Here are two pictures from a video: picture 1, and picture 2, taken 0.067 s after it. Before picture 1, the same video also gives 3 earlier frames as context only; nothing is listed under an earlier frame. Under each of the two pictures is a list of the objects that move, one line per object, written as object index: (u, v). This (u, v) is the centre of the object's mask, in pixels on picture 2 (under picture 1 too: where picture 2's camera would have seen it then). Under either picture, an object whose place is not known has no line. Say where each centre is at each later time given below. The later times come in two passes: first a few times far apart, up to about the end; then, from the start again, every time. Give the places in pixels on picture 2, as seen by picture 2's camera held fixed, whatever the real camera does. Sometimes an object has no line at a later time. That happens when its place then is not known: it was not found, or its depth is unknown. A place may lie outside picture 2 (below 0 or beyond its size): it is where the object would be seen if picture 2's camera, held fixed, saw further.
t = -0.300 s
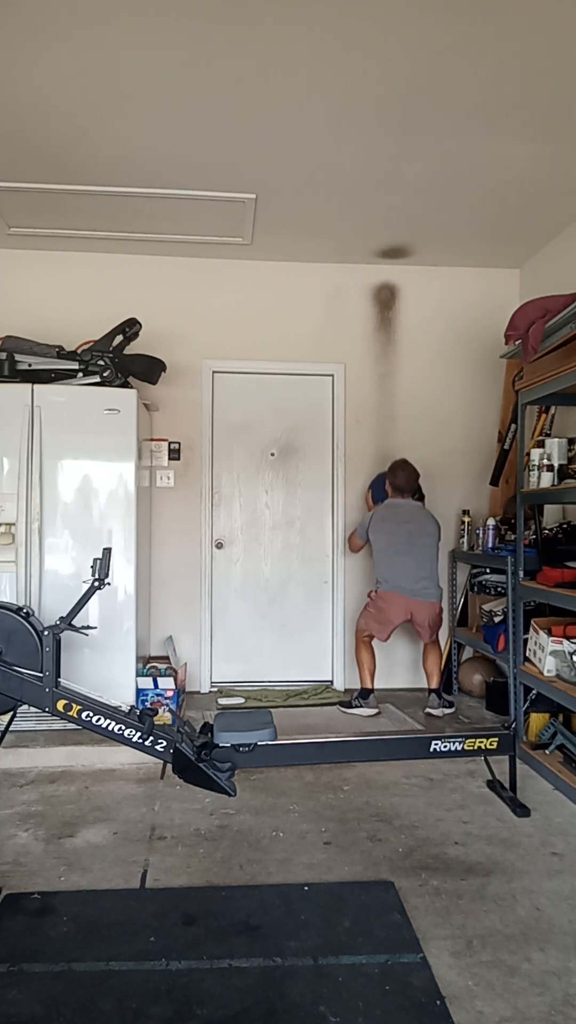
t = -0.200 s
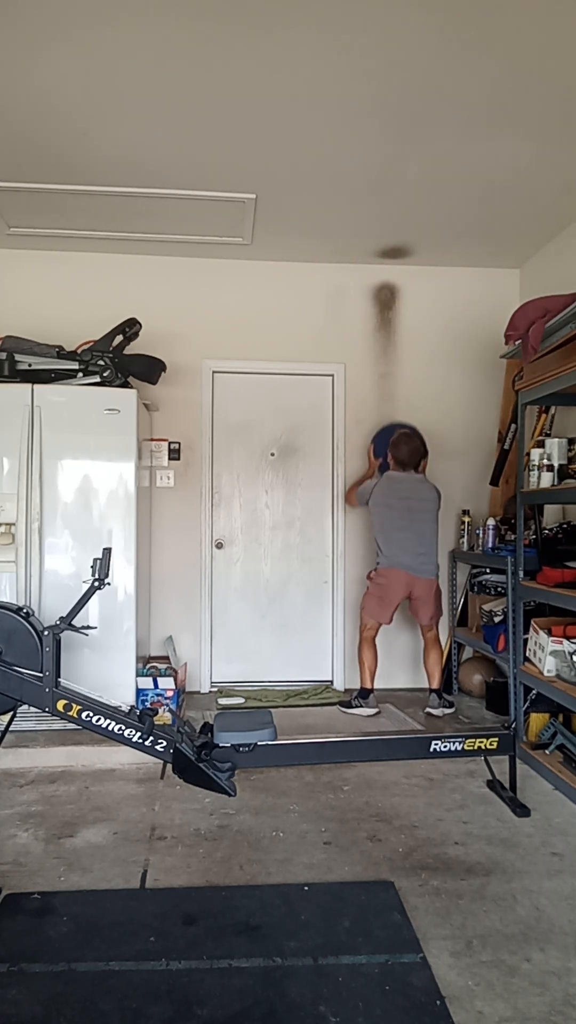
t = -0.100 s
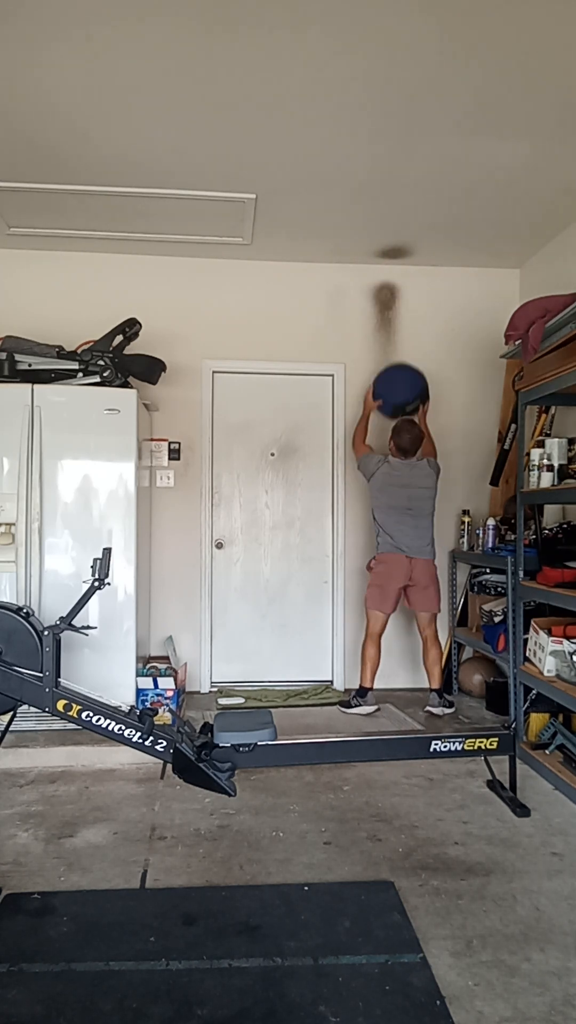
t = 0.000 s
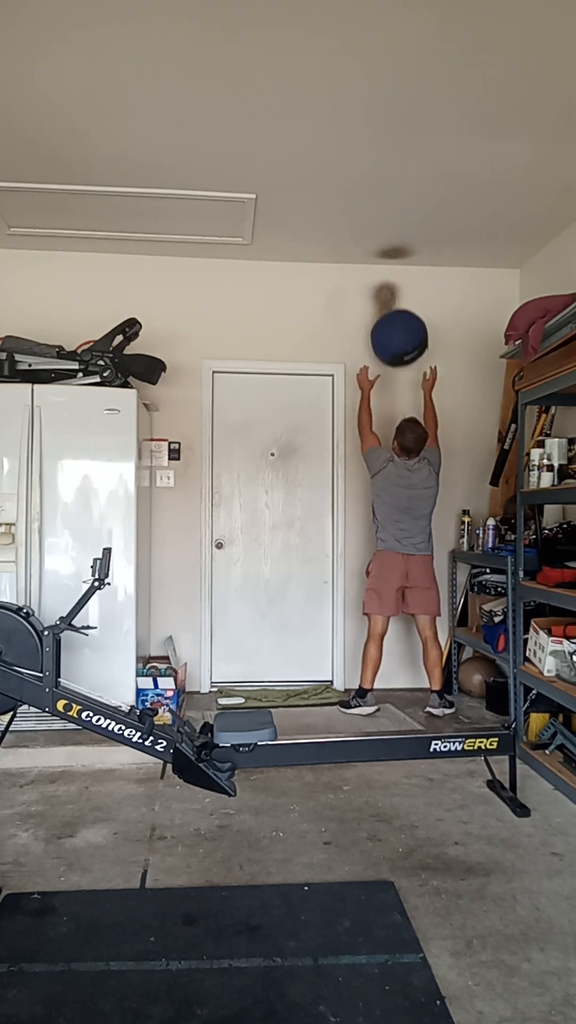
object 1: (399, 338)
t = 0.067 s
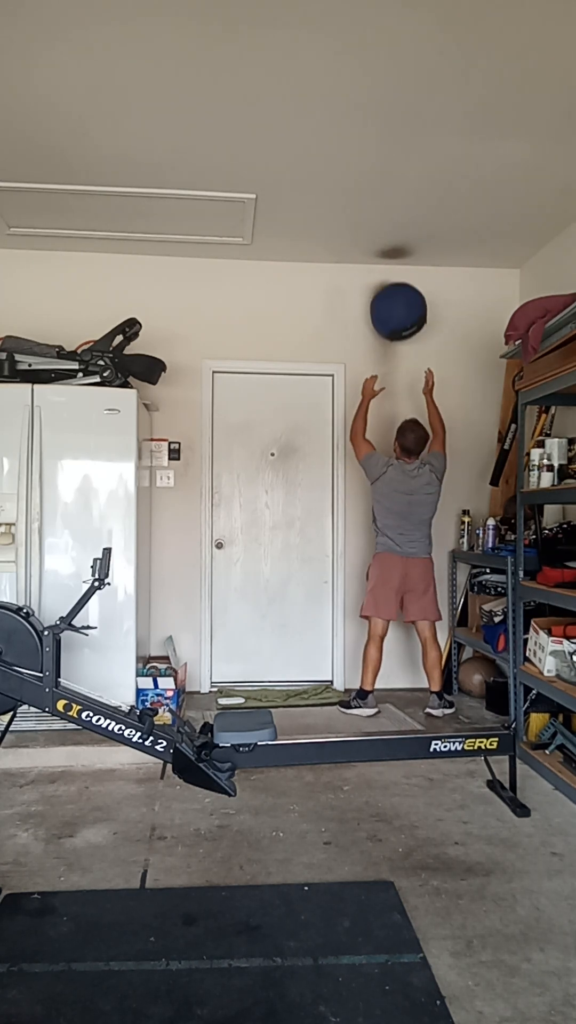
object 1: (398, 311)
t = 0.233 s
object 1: (396, 279)
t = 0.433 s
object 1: (395, 316)
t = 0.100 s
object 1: (398, 301)
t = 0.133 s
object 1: (397, 292)
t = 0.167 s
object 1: (397, 285)
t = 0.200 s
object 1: (396, 280)
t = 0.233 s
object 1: (396, 279)
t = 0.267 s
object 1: (395, 281)
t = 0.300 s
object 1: (395, 286)
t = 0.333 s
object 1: (394, 292)
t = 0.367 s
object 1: (394, 299)
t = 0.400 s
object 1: (394, 307)
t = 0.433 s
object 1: (395, 316)
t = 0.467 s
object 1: (395, 327)
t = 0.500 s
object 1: (395, 340)
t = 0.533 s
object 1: (395, 355)
